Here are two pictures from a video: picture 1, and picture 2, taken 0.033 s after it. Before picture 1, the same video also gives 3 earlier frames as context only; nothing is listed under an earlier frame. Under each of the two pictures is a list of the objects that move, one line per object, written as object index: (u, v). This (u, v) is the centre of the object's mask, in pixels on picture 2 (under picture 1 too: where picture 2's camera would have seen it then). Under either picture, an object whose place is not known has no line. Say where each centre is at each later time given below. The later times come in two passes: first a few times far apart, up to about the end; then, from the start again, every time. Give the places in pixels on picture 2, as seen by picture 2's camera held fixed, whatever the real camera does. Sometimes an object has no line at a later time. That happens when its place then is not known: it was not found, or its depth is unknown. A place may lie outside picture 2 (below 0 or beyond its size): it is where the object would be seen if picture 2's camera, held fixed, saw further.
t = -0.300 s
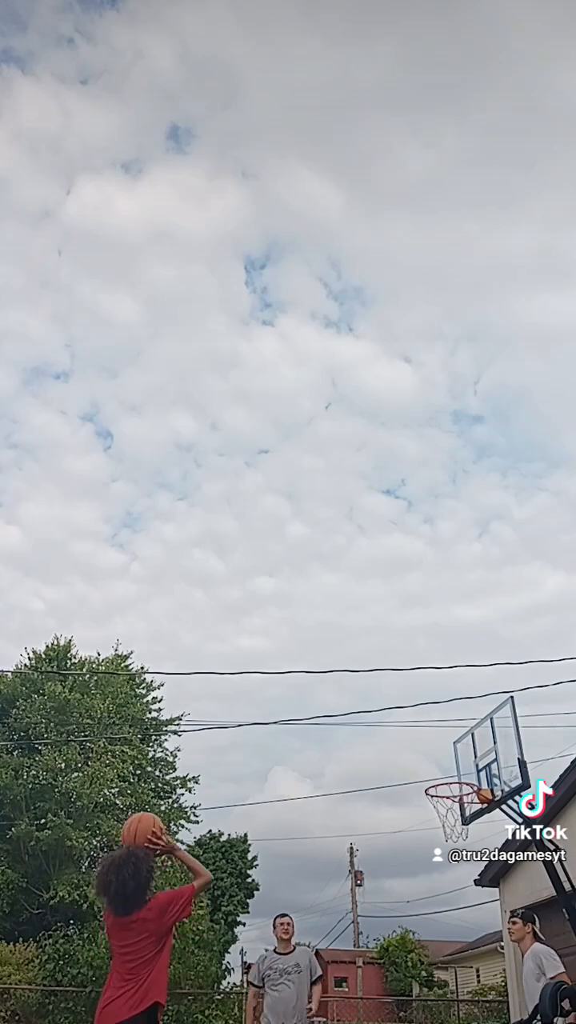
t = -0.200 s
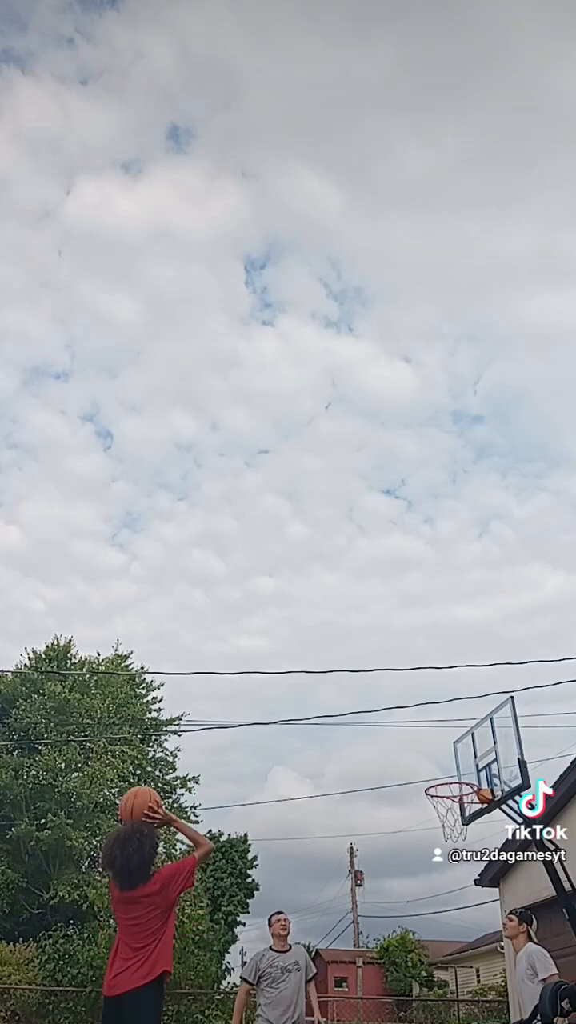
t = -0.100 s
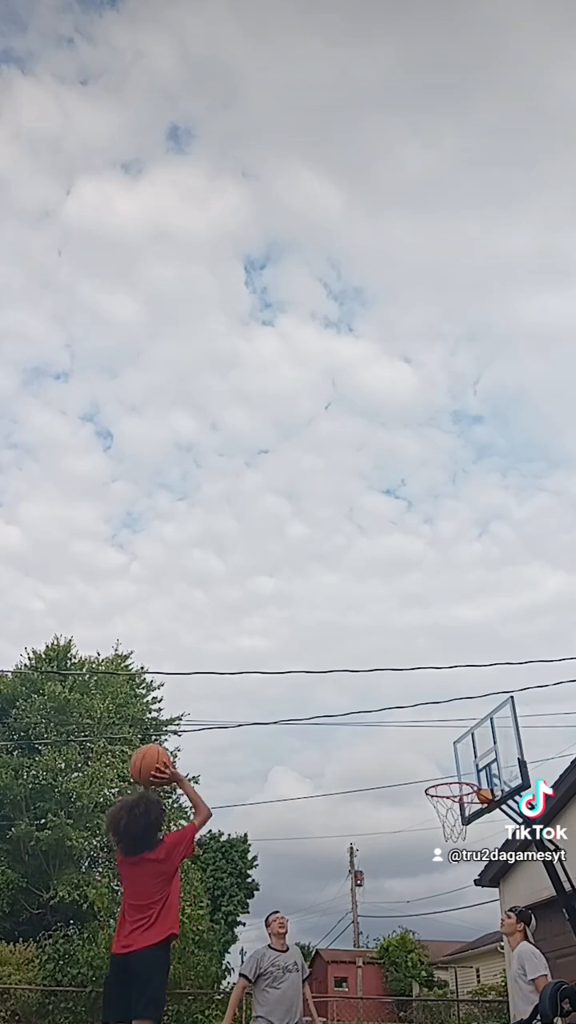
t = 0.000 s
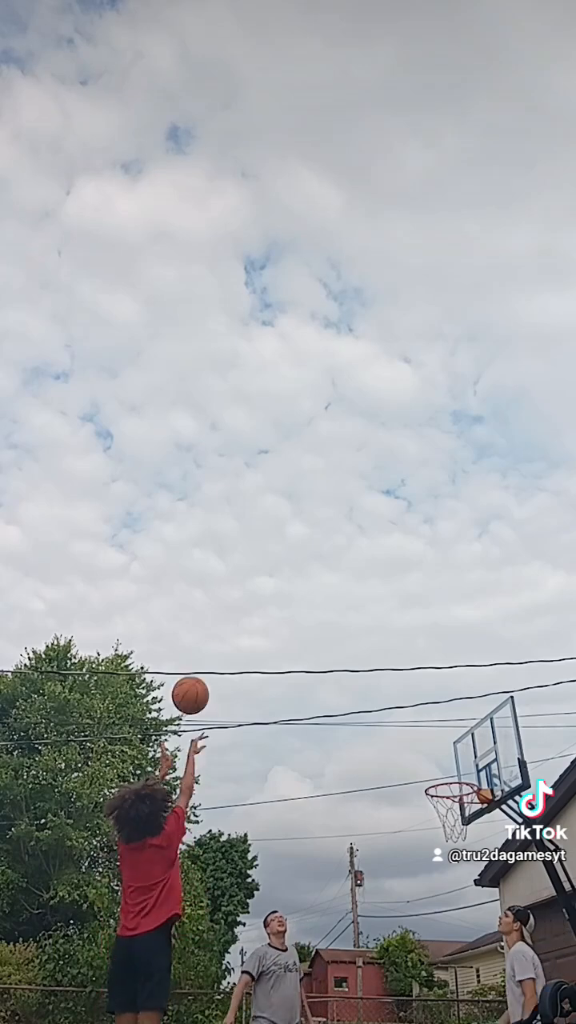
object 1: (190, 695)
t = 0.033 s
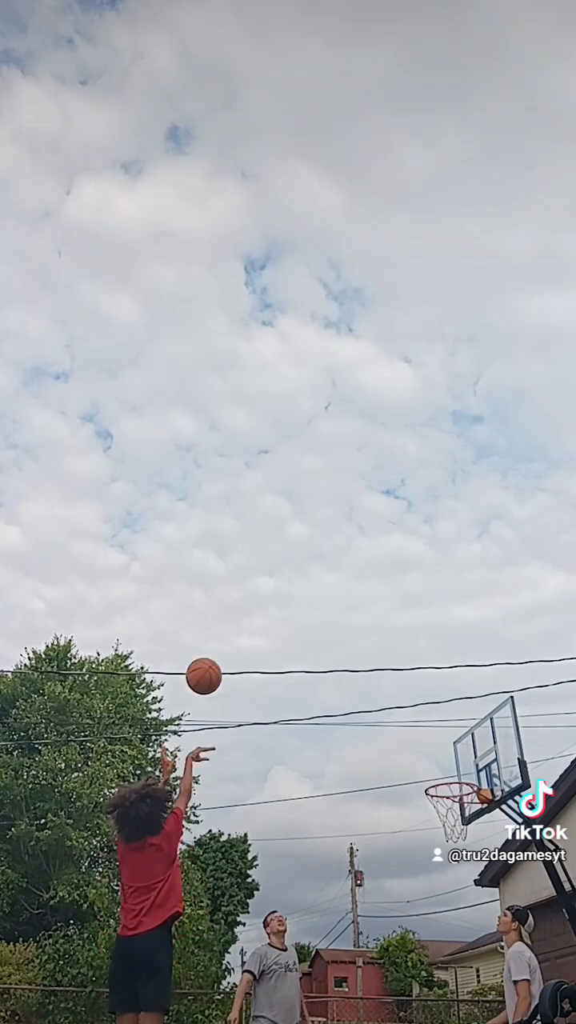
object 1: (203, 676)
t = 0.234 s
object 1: (270, 608)
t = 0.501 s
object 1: (335, 602)
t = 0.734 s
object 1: (383, 653)
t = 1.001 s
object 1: (437, 771)
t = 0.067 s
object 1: (216, 659)
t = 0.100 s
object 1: (228, 645)
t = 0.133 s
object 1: (239, 633)
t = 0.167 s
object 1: (250, 623)
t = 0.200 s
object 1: (260, 615)
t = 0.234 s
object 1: (270, 608)
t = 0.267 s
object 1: (279, 603)
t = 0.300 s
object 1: (288, 599)
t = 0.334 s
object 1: (297, 597)
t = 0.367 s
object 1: (305, 595)
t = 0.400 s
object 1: (313, 595)
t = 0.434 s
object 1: (321, 596)
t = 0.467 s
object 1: (328, 598)
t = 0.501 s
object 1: (335, 602)
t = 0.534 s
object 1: (342, 606)
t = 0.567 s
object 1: (349, 611)
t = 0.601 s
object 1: (356, 618)
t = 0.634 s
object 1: (363, 625)
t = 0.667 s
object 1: (370, 633)
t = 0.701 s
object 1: (377, 643)
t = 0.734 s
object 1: (383, 653)
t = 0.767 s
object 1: (390, 664)
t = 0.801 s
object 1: (397, 676)
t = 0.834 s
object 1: (403, 689)
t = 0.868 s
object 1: (410, 703)
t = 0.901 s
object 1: (417, 719)
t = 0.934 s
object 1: (423, 735)
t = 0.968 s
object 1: (430, 752)
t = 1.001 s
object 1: (437, 771)
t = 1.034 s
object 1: (443, 791)
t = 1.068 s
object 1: (451, 810)
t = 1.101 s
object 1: (455, 822)
